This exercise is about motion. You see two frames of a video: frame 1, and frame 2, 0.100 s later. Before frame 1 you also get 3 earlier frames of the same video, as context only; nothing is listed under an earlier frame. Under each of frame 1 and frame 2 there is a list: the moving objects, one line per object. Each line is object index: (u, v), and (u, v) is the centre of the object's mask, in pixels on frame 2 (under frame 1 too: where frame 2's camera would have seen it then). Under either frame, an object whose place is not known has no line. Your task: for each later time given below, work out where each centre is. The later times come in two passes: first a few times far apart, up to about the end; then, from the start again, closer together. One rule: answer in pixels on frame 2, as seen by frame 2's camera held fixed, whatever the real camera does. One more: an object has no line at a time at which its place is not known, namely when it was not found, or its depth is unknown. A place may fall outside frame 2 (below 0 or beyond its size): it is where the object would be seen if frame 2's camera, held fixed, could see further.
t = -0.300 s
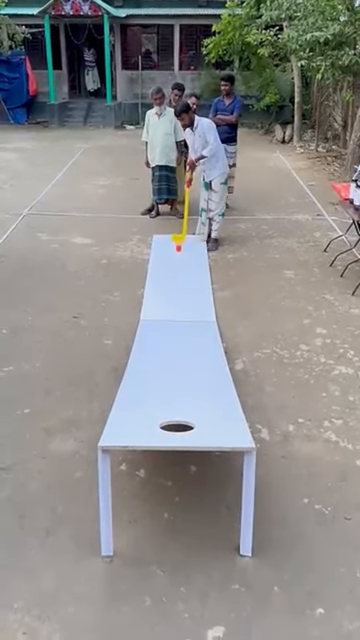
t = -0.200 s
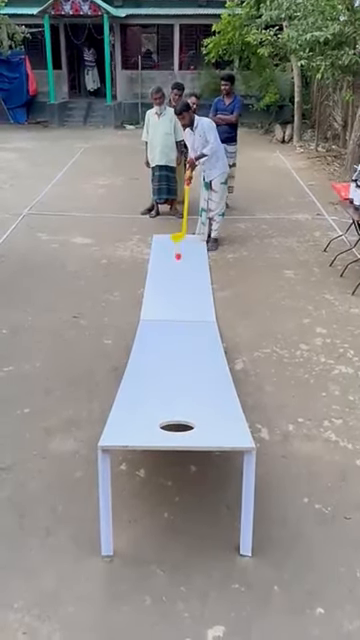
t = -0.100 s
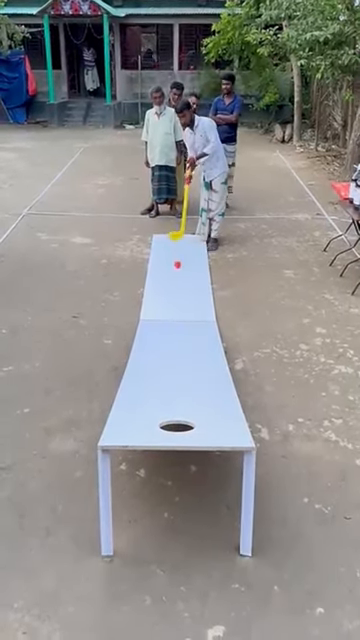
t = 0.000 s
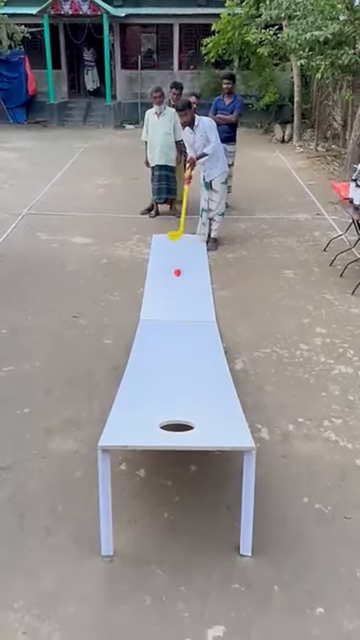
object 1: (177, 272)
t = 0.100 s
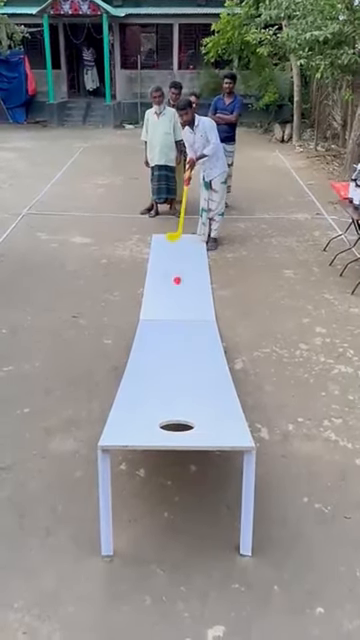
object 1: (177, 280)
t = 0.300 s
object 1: (177, 297)
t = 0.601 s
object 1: (179, 324)
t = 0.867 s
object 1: (181, 342)
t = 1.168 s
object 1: (184, 361)
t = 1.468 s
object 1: (187, 376)
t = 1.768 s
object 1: (191, 384)
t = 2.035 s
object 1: (196, 385)
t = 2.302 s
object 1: (200, 382)
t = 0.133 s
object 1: (177, 282)
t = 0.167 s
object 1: (177, 285)
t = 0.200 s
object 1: (177, 288)
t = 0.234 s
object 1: (177, 291)
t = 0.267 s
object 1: (177, 294)
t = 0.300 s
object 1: (177, 297)
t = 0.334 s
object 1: (177, 300)
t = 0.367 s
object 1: (177, 305)
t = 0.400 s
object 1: (177, 309)
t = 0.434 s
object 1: (178, 310)
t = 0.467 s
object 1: (178, 316)
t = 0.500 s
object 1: (178, 318)
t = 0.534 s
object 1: (178, 321)
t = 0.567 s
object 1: (178, 321)
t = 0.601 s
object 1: (179, 324)
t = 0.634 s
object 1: (179, 327)
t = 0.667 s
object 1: (179, 330)
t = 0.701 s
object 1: (180, 332)
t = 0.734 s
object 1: (180, 333)
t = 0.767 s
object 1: (180, 336)
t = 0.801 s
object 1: (180, 338)
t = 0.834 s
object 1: (181, 341)
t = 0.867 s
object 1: (181, 342)
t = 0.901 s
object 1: (181, 344)
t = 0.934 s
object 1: (182, 347)
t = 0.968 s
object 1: (182, 350)
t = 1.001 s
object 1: (182, 351)
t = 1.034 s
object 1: (182, 352)
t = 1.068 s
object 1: (183, 355)
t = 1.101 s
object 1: (183, 357)
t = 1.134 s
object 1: (184, 360)
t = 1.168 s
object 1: (184, 361)
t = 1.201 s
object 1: (184, 362)
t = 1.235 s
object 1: (185, 365)
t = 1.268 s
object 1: (185, 367)
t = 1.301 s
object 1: (186, 369)
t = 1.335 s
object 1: (186, 370)
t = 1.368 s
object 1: (186, 371)
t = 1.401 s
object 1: (186, 374)
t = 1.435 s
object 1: (187, 375)
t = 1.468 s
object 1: (187, 376)
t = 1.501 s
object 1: (187, 377)
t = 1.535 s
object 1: (188, 378)
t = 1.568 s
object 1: (188, 379)
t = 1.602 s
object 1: (188, 381)
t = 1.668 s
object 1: (189, 382)
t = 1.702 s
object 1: (190, 383)
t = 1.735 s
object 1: (190, 384)
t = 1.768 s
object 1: (191, 384)
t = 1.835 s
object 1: (192, 385)
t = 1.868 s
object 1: (193, 385)
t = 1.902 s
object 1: (193, 386)
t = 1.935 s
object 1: (193, 386)
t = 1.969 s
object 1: (194, 386)
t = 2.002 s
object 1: (195, 386)
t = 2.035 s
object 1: (196, 385)
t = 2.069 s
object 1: (196, 385)
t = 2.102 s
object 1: (196, 385)
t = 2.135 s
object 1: (197, 385)
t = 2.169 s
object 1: (198, 385)
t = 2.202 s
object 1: (198, 384)
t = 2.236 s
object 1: (199, 383)
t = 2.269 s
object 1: (199, 382)
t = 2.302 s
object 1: (200, 382)
